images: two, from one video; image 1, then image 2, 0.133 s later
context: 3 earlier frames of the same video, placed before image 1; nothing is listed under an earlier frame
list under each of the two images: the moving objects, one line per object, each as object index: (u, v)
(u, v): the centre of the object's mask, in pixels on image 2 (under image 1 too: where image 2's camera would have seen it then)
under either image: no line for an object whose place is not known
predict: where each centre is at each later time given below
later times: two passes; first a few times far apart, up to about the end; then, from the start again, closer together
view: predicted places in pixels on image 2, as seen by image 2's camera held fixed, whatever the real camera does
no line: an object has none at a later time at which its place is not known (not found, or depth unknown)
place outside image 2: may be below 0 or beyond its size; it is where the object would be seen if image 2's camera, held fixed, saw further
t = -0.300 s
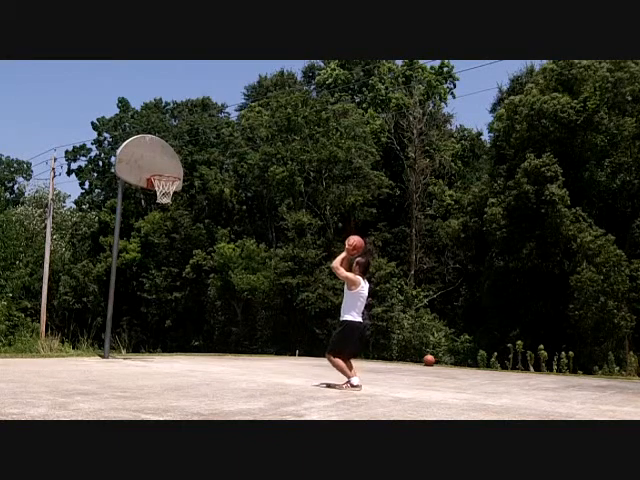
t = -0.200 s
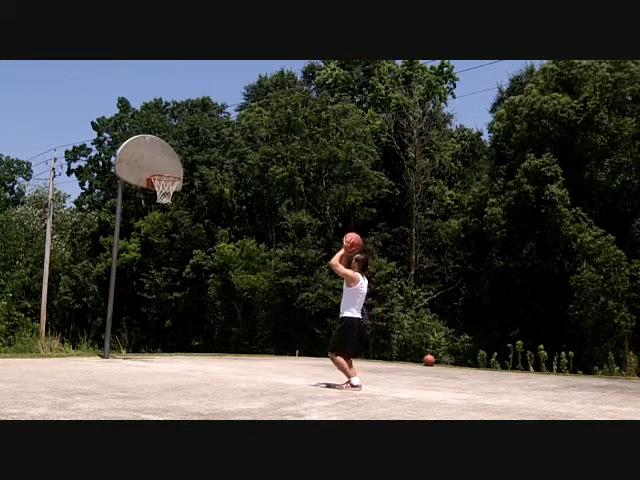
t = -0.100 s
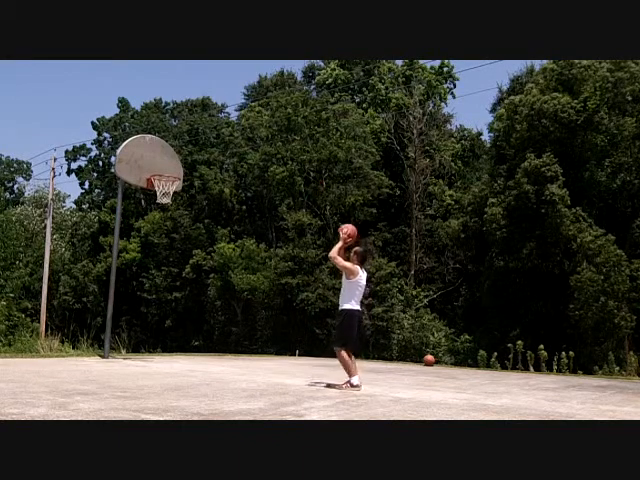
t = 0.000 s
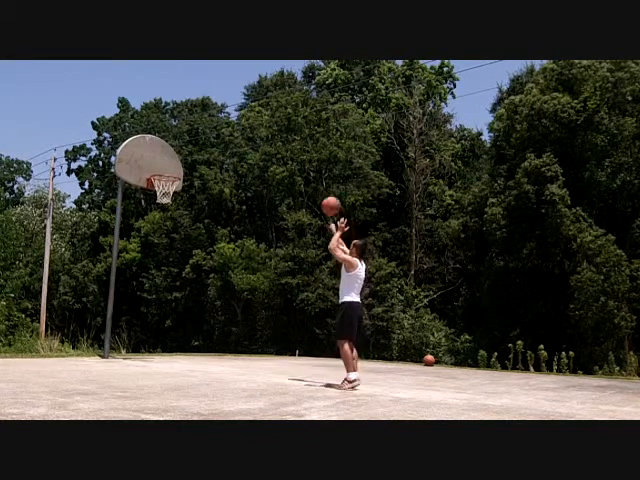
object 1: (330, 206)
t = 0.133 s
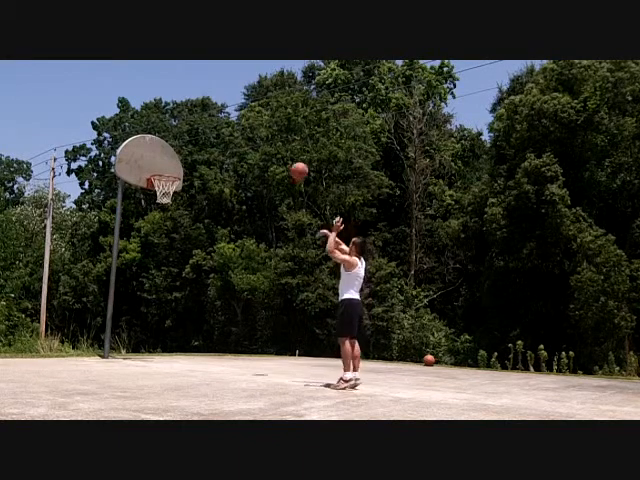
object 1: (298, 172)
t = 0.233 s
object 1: (277, 155)
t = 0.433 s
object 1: (237, 145)
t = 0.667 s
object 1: (191, 166)
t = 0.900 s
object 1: (213, 205)
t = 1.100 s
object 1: (254, 265)
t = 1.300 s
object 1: (297, 362)
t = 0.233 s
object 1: (277, 155)
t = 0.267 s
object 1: (269, 151)
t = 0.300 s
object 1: (263, 149)
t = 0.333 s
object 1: (256, 145)
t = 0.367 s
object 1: (248, 145)
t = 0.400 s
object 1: (242, 144)
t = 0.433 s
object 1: (237, 145)
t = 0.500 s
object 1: (223, 148)
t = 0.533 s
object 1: (216, 151)
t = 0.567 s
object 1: (209, 153)
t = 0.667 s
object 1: (191, 166)
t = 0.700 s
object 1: (185, 171)
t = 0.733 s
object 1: (181, 176)
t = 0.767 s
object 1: (186, 180)
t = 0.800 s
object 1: (193, 185)
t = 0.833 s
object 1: (200, 191)
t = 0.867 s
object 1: (206, 198)
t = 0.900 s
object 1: (213, 205)
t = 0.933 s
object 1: (219, 213)
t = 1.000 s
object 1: (233, 231)
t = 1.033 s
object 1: (240, 241)
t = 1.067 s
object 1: (247, 253)
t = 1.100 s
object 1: (254, 265)
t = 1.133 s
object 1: (262, 279)
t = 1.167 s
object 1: (268, 293)
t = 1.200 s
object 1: (275, 309)
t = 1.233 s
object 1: (283, 325)
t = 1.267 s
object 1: (290, 343)
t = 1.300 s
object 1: (297, 362)
